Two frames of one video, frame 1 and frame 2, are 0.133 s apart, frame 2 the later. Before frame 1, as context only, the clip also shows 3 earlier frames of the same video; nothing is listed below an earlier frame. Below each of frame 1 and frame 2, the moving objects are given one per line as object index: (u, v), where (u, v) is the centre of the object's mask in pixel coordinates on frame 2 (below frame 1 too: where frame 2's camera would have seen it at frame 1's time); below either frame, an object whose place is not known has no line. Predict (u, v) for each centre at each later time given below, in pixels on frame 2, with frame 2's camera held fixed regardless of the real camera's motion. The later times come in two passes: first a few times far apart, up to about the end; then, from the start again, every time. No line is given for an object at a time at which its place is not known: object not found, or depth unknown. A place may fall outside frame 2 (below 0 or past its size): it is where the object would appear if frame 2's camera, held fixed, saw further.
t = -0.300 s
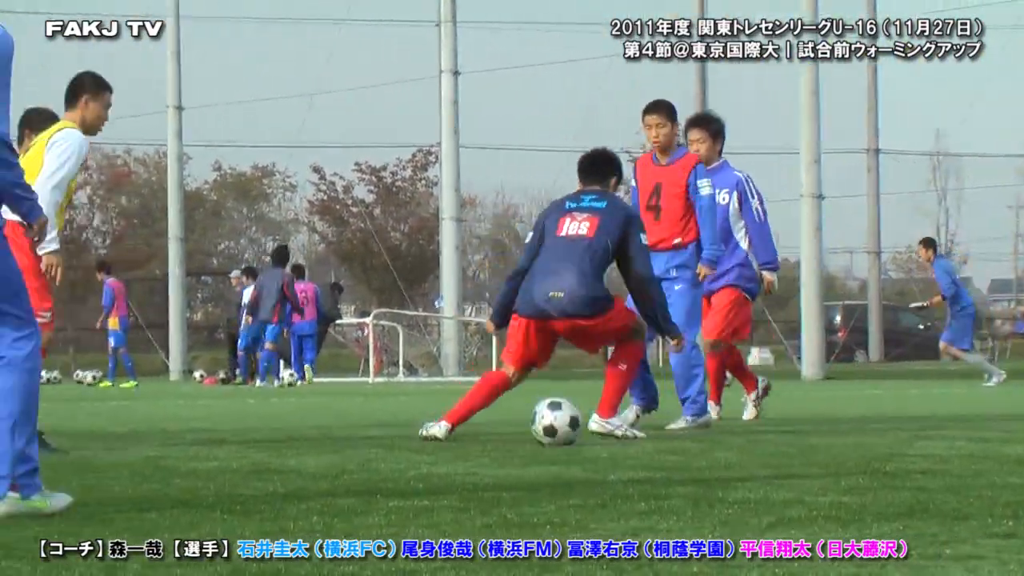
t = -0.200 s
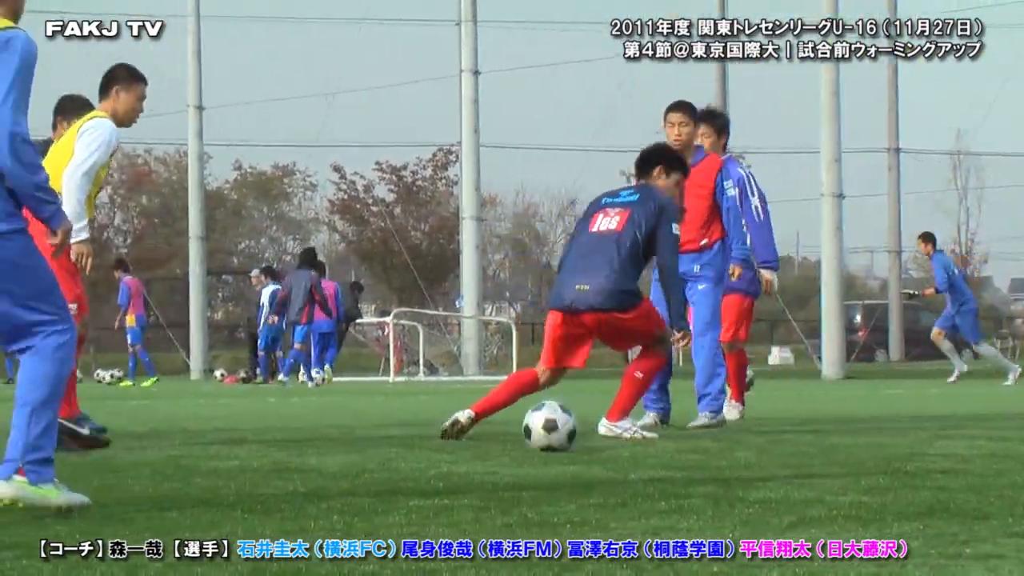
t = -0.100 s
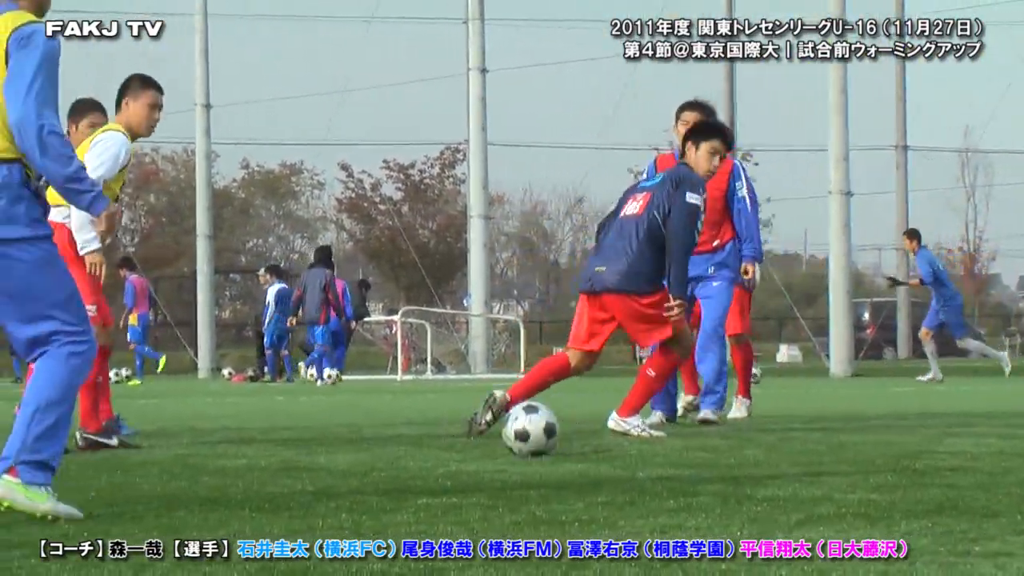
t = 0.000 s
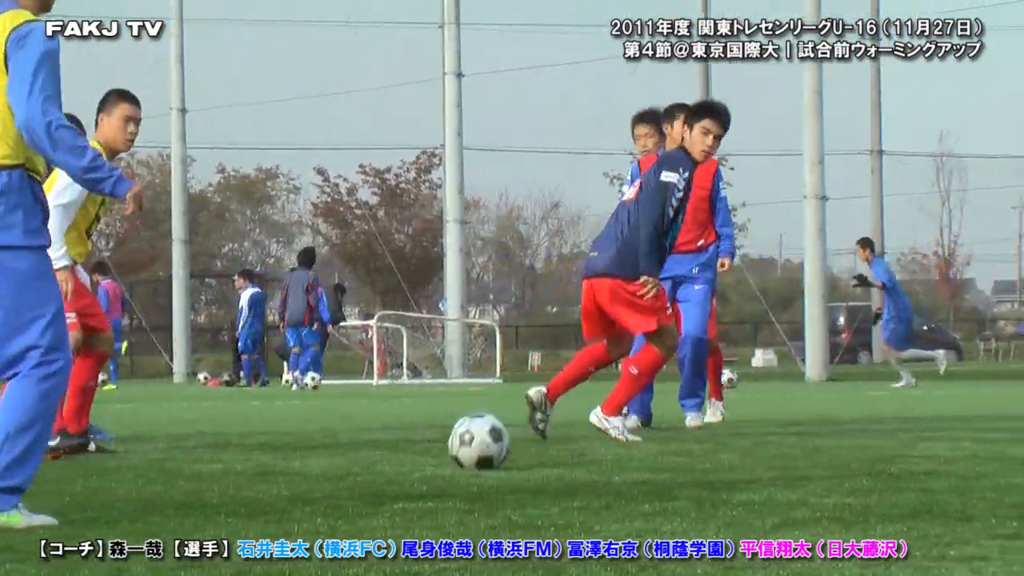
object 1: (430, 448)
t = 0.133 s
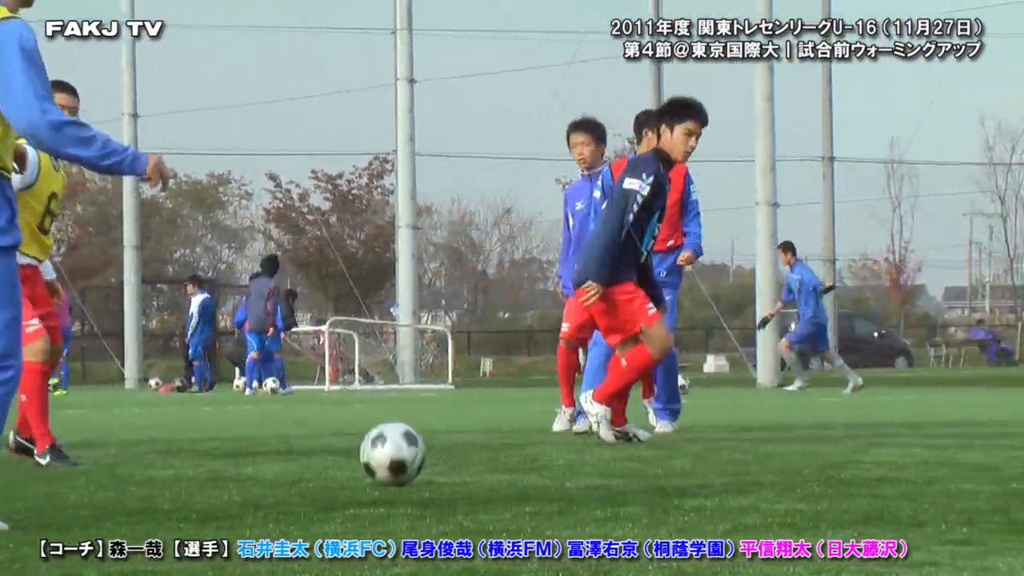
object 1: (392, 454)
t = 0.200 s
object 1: (373, 457)
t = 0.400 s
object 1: (310, 473)
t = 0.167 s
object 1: (383, 459)
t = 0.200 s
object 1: (373, 457)
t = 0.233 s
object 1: (363, 458)
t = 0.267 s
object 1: (353, 463)
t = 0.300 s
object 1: (342, 466)
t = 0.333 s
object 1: (332, 466)
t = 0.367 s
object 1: (322, 469)
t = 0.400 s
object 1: (310, 473)
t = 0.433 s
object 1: (300, 474)
